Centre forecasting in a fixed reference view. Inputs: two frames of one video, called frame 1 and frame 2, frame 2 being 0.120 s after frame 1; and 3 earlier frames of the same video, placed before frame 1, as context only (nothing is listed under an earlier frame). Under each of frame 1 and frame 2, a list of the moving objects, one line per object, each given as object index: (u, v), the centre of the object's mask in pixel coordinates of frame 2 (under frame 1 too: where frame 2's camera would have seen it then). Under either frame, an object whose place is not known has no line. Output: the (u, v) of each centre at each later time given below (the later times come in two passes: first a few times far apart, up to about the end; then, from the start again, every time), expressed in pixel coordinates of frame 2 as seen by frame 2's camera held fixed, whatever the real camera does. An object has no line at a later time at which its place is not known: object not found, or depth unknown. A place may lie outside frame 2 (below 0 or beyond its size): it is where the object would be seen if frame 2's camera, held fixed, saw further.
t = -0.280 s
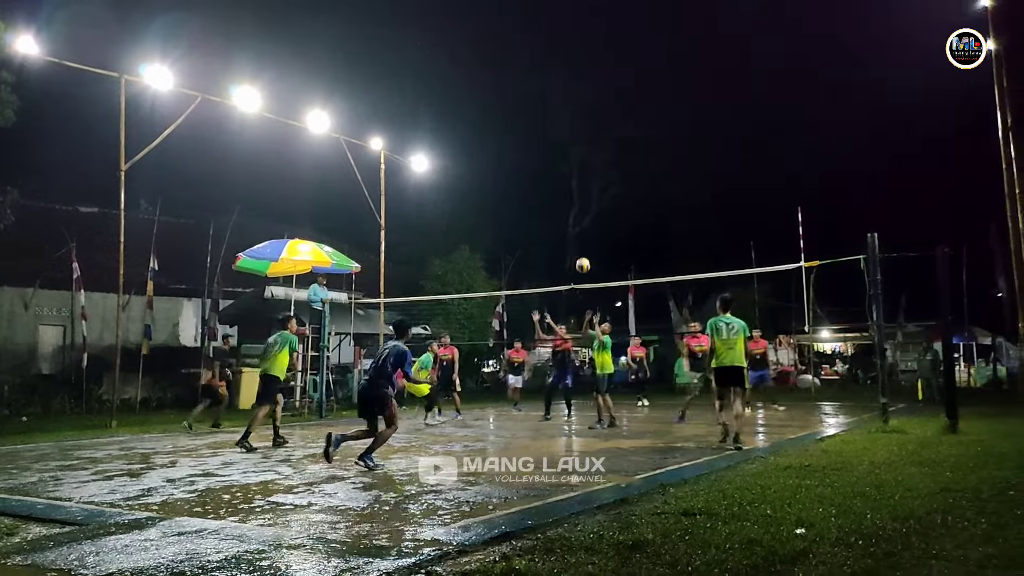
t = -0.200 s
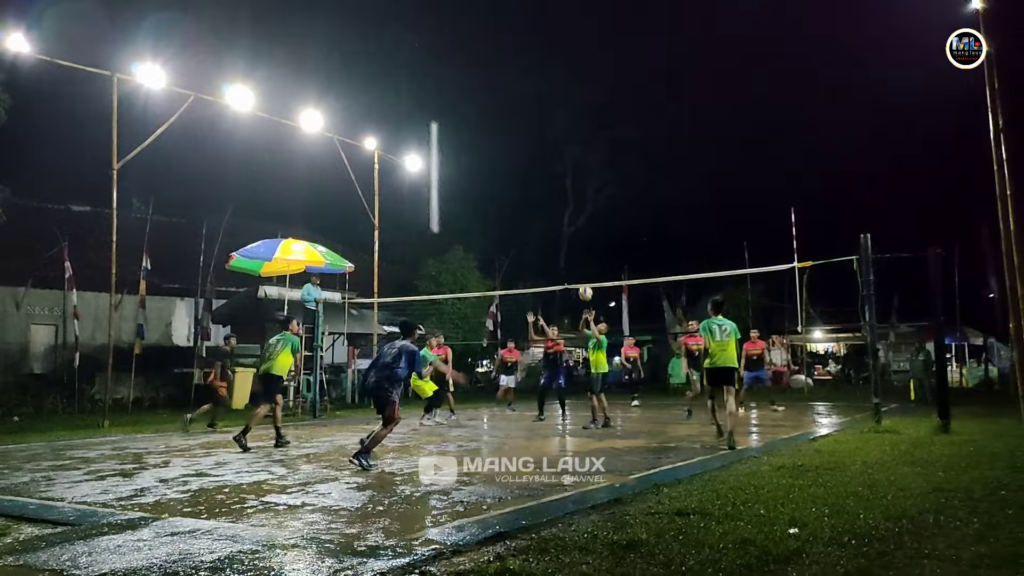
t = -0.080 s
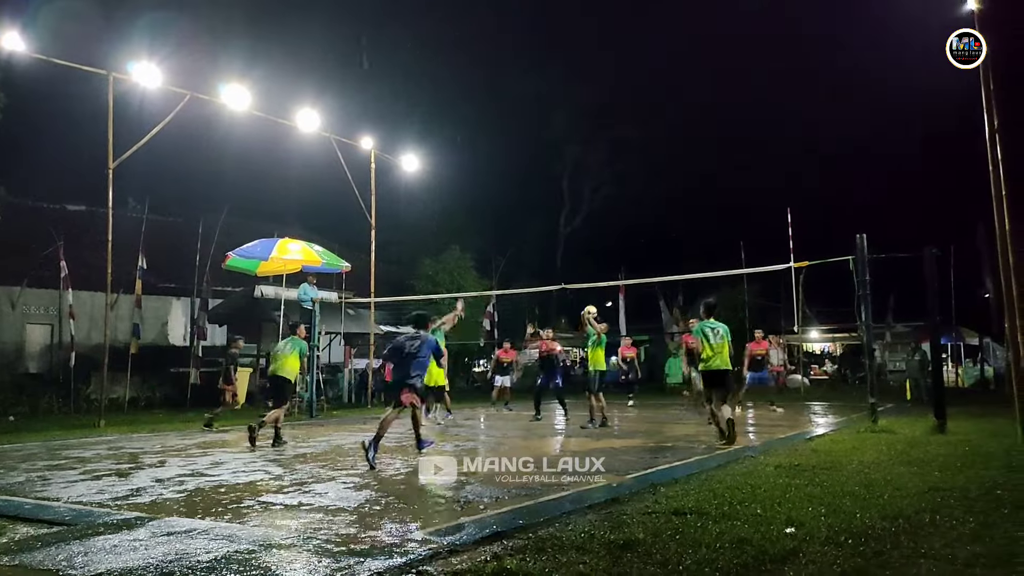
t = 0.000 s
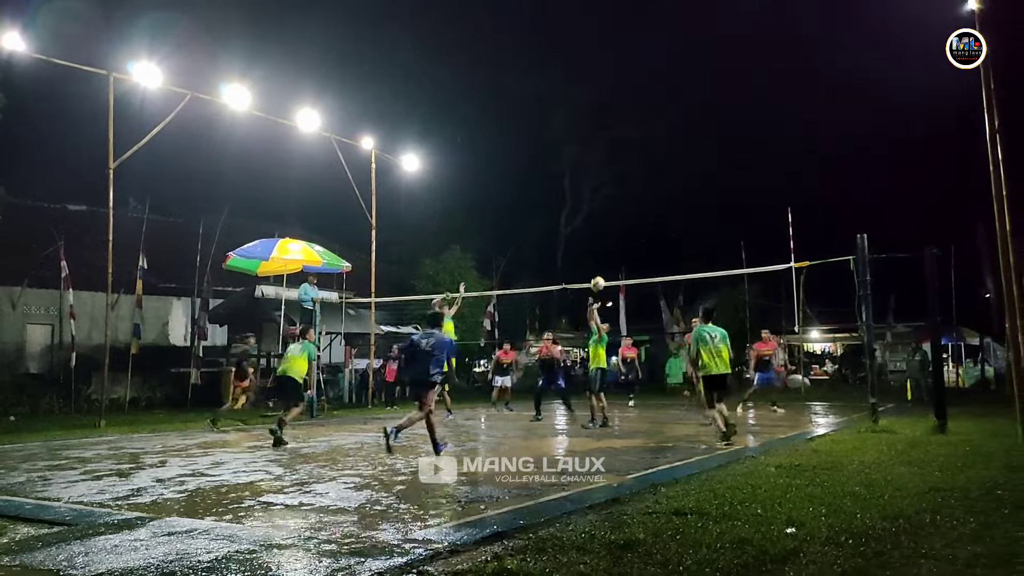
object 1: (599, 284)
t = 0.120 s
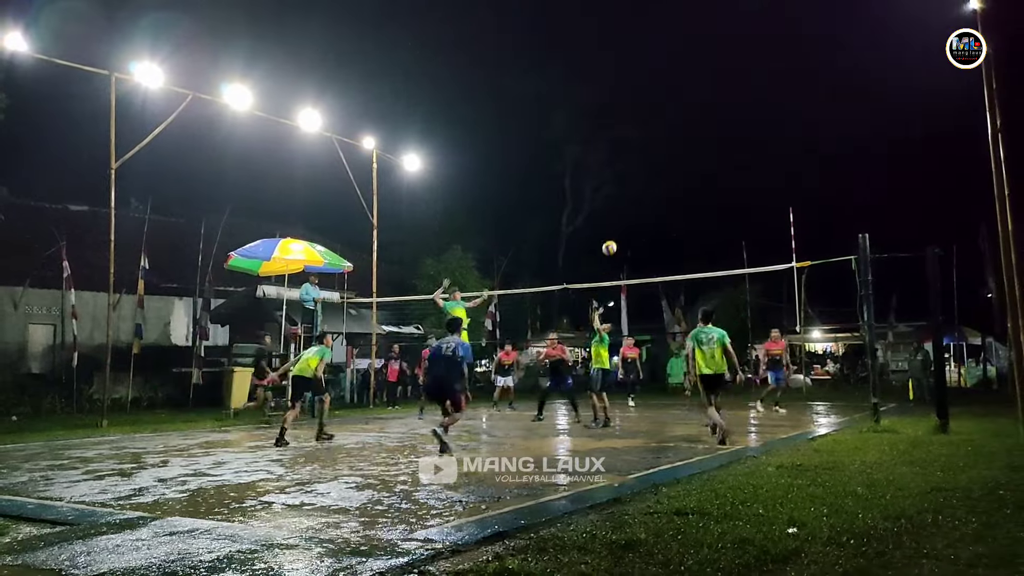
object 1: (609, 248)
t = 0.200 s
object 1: (615, 231)
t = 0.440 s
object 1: (639, 193)
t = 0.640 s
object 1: (658, 189)
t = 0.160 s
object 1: (612, 239)
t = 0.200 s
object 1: (615, 231)
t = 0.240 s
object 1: (620, 220)
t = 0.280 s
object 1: (623, 214)
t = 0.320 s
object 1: (628, 206)
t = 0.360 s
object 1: (631, 201)
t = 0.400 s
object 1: (634, 197)
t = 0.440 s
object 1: (639, 193)
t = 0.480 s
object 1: (643, 190)
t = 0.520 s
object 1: (646, 189)
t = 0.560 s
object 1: (651, 188)
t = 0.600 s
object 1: (654, 188)
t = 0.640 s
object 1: (658, 189)
